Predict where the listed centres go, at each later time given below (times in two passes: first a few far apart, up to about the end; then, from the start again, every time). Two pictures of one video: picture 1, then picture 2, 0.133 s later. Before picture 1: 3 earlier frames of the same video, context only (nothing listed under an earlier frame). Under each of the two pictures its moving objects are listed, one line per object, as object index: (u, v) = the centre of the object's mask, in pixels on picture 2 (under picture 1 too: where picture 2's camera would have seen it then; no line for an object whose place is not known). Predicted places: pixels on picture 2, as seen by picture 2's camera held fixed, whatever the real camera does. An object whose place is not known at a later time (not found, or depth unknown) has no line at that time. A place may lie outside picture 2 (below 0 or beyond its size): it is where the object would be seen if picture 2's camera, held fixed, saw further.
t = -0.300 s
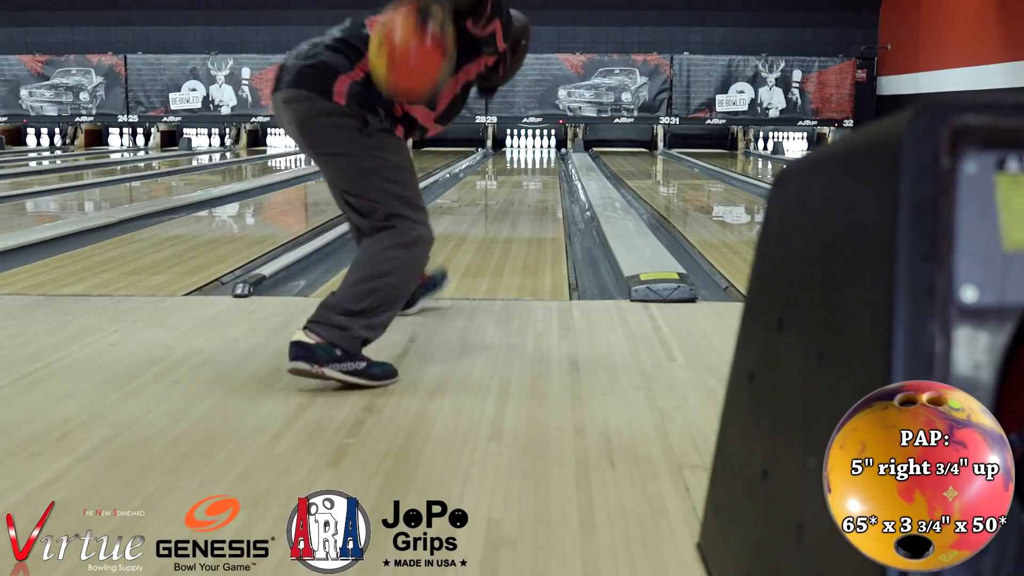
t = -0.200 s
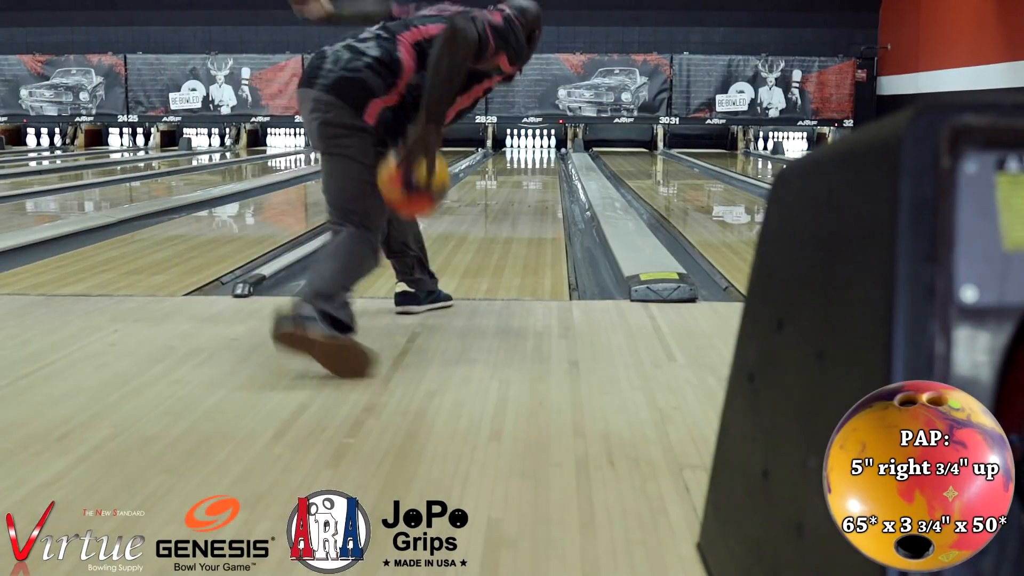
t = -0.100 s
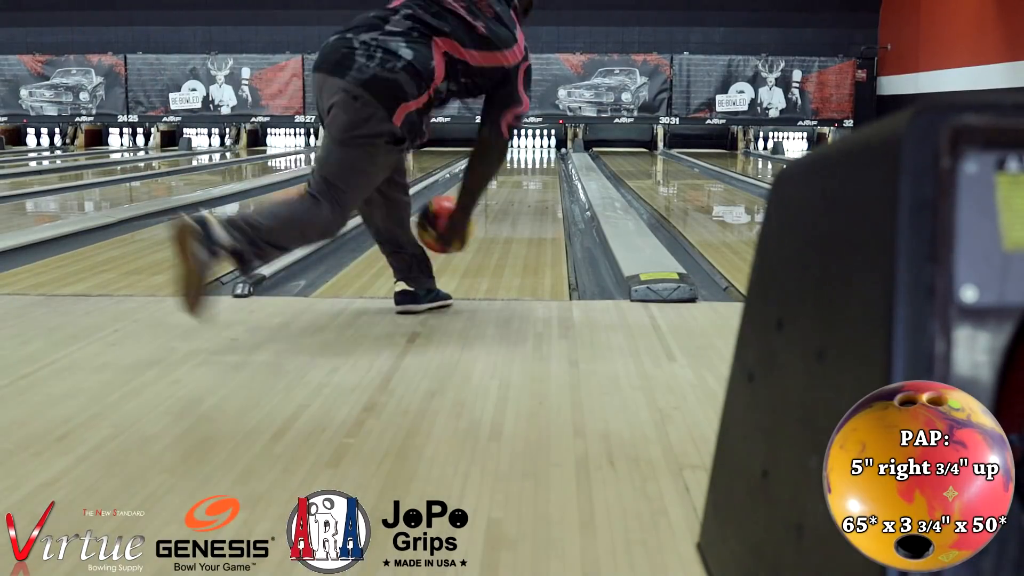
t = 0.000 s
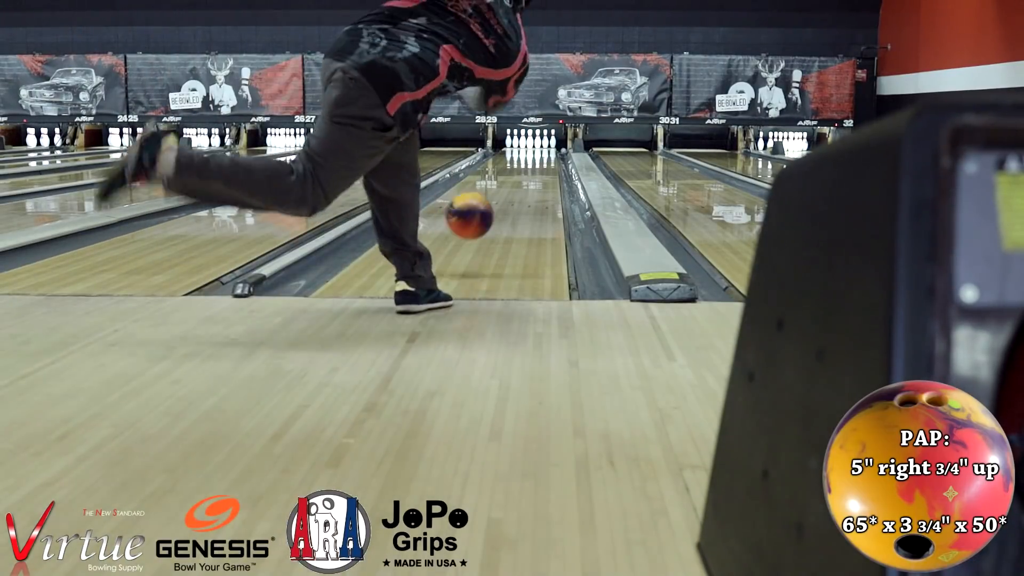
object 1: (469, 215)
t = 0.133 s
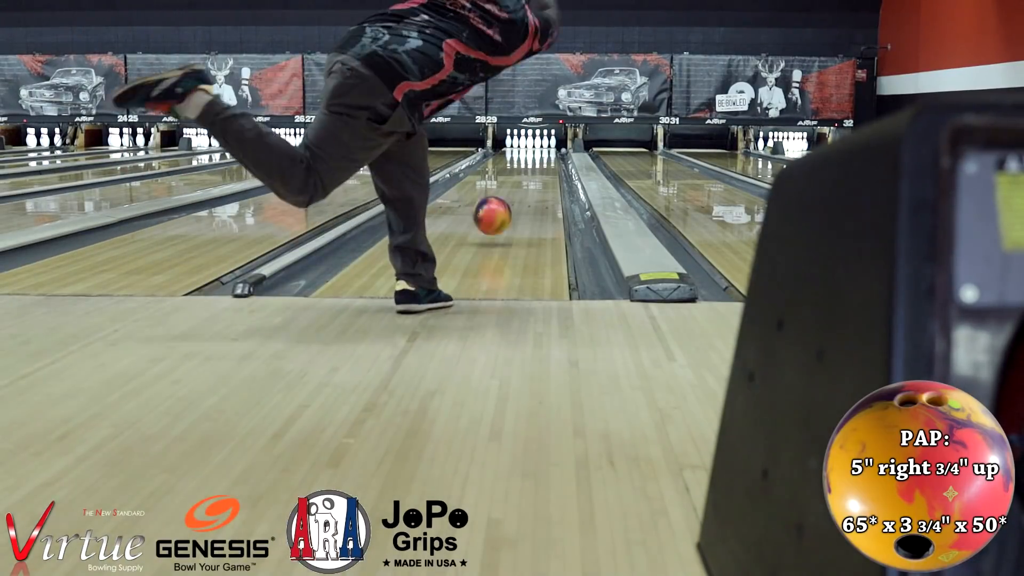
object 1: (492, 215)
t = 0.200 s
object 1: (500, 215)
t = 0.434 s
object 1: (519, 194)
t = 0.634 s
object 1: (530, 181)
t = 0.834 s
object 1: (537, 172)
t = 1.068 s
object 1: (542, 164)
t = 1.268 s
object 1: (544, 157)
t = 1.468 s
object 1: (545, 154)
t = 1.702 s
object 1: (544, 150)
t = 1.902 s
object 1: (540, 147)
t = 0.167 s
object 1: (496, 220)
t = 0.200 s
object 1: (500, 215)
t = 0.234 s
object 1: (504, 211)
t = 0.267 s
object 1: (507, 207)
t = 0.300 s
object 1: (510, 204)
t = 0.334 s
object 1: (513, 202)
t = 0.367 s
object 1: (516, 198)
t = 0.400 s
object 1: (518, 196)
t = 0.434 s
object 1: (519, 194)
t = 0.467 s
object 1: (527, 192)
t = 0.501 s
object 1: (524, 189)
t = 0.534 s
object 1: (525, 187)
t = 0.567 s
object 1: (528, 185)
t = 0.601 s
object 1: (529, 182)
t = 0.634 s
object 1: (530, 181)
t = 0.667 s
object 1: (532, 180)
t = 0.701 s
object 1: (533, 178)
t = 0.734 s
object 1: (534, 176)
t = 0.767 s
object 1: (535, 175)
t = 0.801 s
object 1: (536, 173)
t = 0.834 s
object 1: (537, 172)
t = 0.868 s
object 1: (538, 170)
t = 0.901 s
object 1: (539, 169)
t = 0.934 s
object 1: (540, 168)
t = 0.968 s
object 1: (541, 167)
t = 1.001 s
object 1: (541, 166)
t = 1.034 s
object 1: (541, 165)
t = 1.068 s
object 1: (542, 164)
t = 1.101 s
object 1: (542, 163)
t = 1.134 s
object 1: (543, 162)
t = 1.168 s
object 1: (543, 161)
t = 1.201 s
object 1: (543, 160)
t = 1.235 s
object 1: (544, 159)
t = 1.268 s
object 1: (544, 157)
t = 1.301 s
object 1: (544, 157)
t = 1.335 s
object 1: (545, 156)
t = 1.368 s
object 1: (545, 156)
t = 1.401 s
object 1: (545, 156)
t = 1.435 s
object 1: (545, 155)
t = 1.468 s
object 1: (545, 154)
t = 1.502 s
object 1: (545, 153)
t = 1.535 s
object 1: (545, 153)
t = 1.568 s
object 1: (545, 152)
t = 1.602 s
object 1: (545, 151)
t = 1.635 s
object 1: (545, 151)
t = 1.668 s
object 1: (544, 150)
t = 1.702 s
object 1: (544, 150)
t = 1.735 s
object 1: (544, 149)
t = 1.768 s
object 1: (543, 149)
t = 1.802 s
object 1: (542, 148)
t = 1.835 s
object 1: (542, 148)
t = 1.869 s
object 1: (541, 147)
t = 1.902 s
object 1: (540, 147)
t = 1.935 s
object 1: (540, 146)
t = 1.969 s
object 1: (539, 146)
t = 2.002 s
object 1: (538, 145)
